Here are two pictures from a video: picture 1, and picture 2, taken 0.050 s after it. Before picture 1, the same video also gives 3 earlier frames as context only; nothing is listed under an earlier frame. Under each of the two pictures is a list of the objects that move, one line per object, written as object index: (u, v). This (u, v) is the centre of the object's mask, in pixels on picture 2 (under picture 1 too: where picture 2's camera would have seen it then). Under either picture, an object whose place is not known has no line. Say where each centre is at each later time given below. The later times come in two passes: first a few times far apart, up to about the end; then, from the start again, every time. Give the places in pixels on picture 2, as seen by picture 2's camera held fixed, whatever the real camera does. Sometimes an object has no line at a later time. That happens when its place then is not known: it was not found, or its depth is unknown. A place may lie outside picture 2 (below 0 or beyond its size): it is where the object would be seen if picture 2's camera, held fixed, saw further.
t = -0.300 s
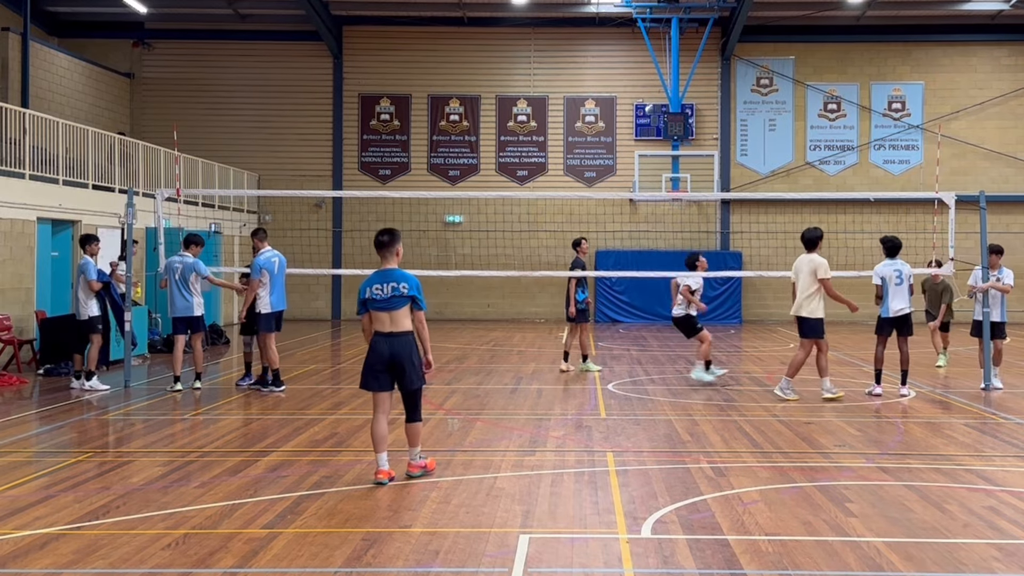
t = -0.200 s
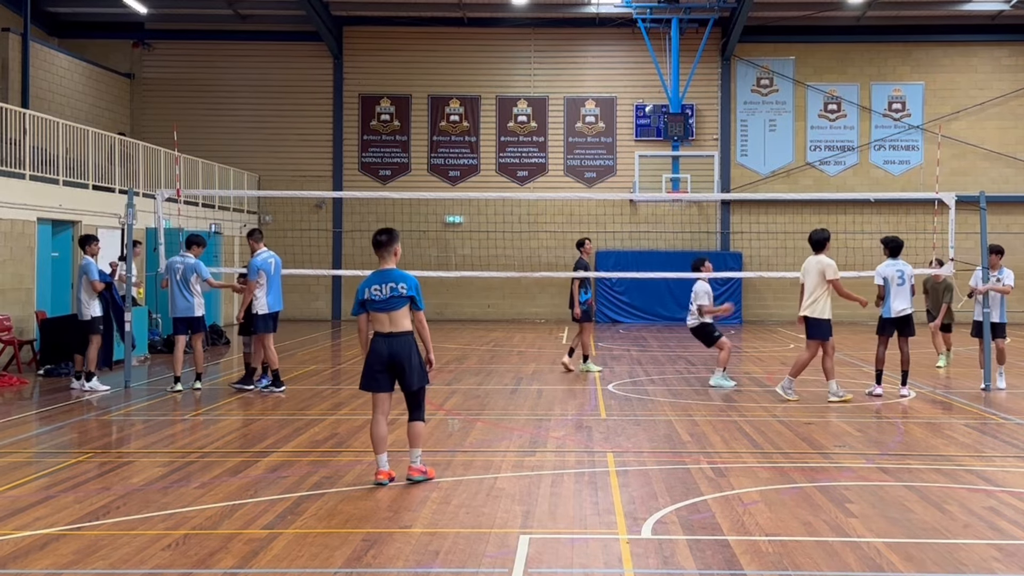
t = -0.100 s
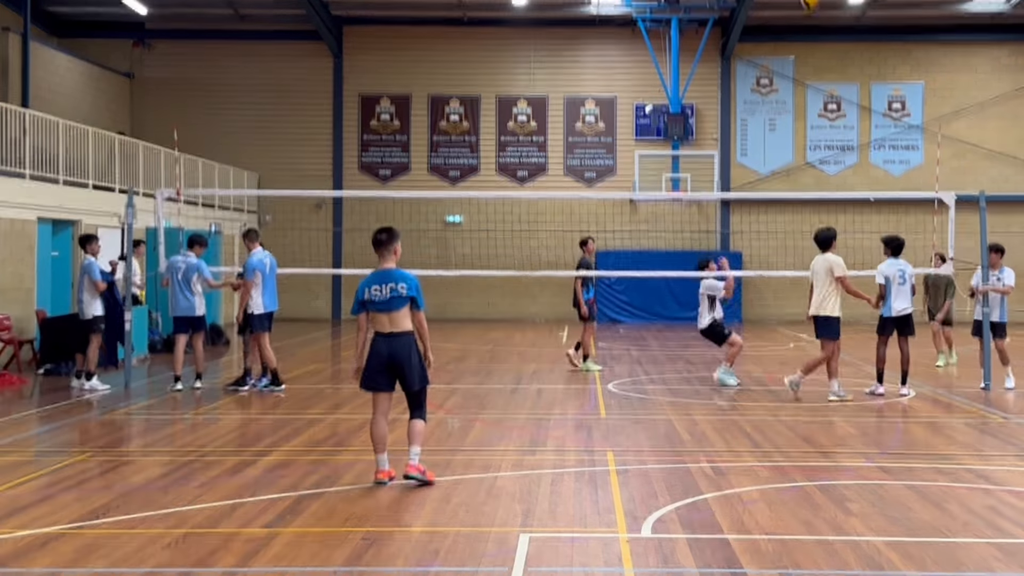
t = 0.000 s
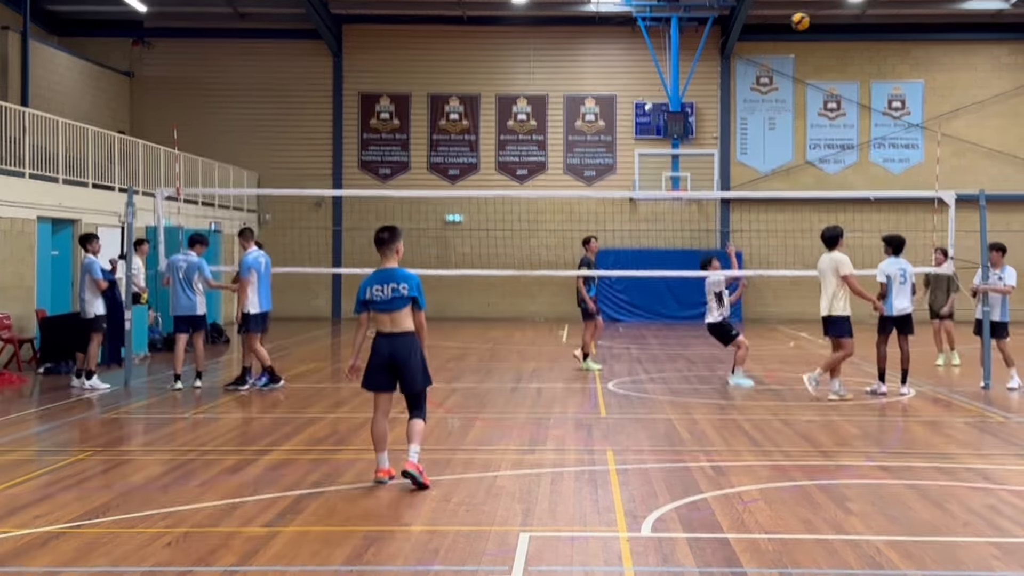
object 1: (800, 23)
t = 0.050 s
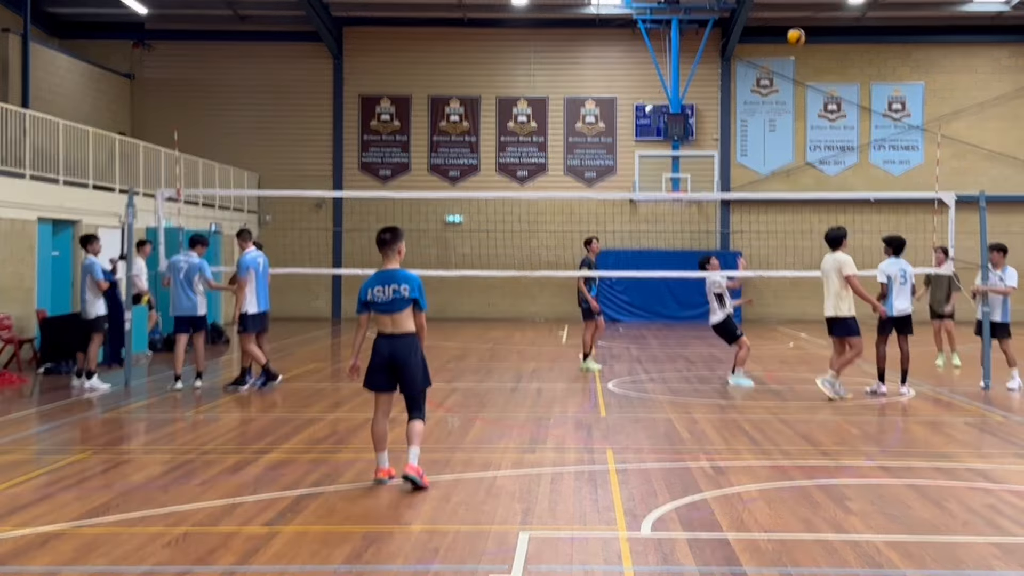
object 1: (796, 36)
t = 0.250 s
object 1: (777, 114)
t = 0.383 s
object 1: (765, 184)
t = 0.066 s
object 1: (794, 39)
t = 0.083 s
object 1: (793, 47)
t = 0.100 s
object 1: (791, 52)
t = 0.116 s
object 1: (790, 57)
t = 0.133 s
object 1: (788, 64)
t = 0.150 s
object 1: (787, 67)
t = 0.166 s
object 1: (785, 76)
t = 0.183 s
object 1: (783, 84)
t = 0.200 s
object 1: (781, 91)
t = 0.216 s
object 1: (780, 98)
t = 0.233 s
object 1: (778, 106)
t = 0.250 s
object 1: (777, 114)
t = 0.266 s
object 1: (776, 123)
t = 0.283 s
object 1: (775, 130)
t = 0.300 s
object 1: (773, 138)
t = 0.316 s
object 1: (771, 147)
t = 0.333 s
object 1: (770, 155)
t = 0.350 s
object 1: (769, 165)
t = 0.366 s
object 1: (767, 174)
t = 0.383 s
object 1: (765, 184)
